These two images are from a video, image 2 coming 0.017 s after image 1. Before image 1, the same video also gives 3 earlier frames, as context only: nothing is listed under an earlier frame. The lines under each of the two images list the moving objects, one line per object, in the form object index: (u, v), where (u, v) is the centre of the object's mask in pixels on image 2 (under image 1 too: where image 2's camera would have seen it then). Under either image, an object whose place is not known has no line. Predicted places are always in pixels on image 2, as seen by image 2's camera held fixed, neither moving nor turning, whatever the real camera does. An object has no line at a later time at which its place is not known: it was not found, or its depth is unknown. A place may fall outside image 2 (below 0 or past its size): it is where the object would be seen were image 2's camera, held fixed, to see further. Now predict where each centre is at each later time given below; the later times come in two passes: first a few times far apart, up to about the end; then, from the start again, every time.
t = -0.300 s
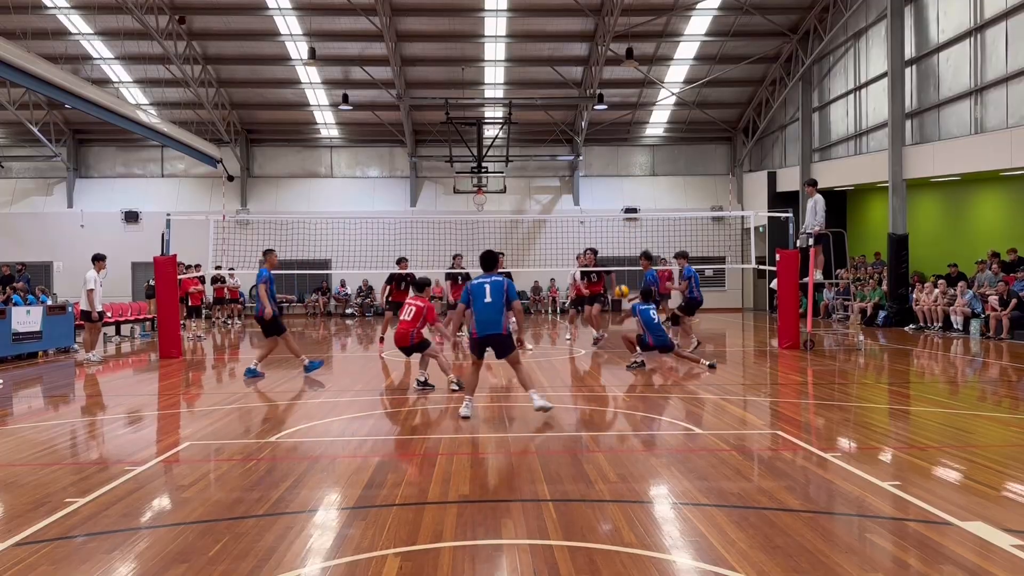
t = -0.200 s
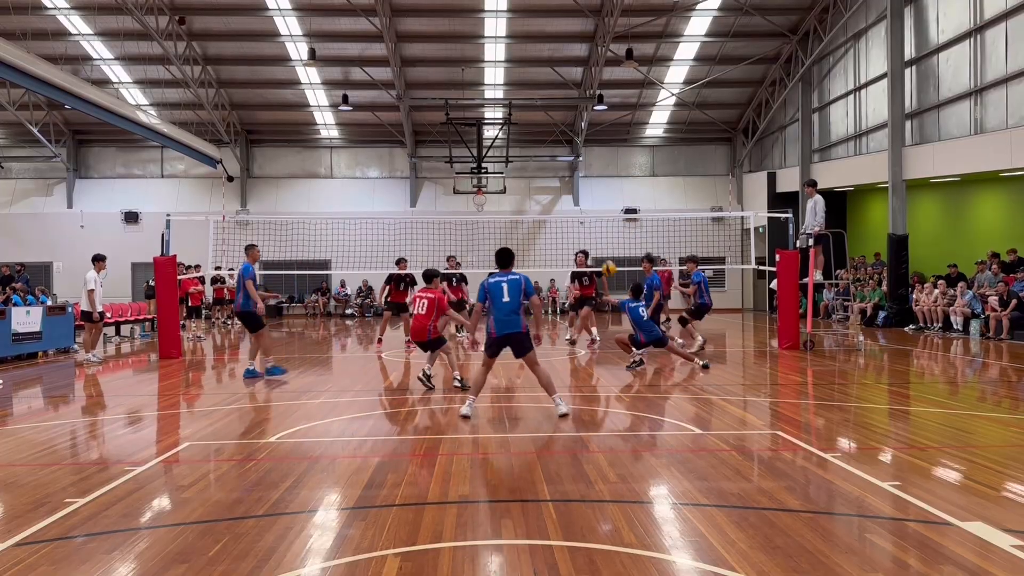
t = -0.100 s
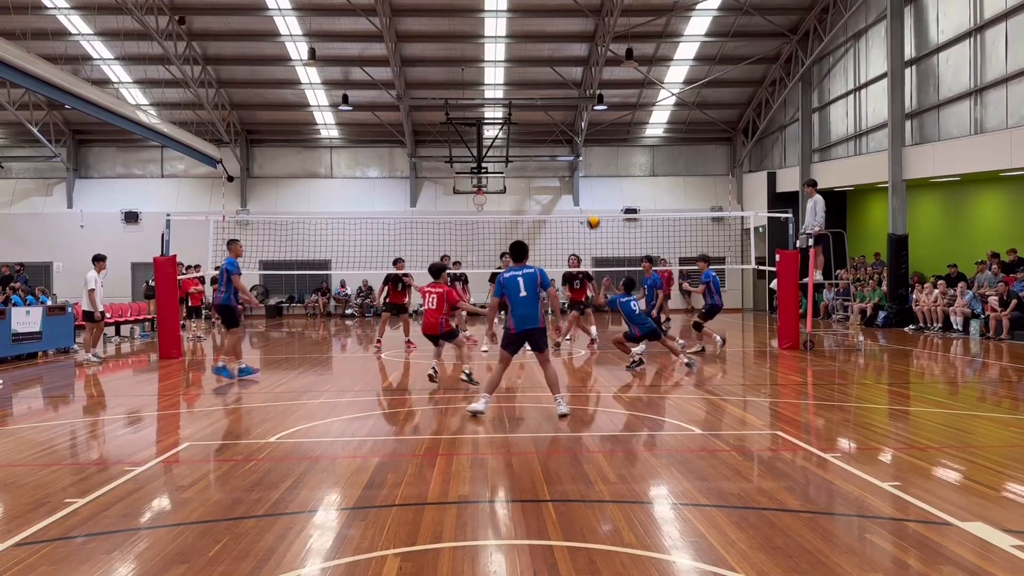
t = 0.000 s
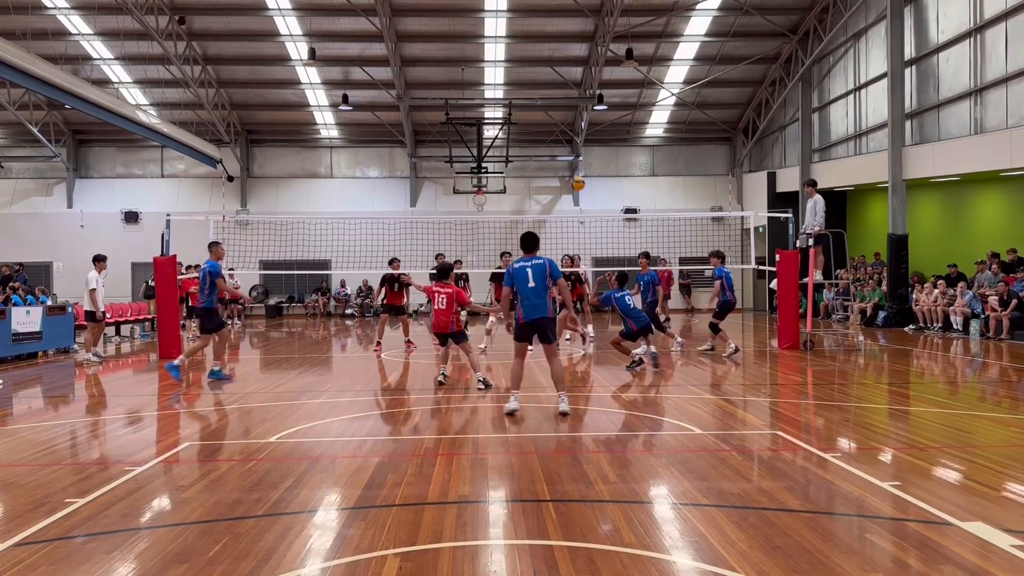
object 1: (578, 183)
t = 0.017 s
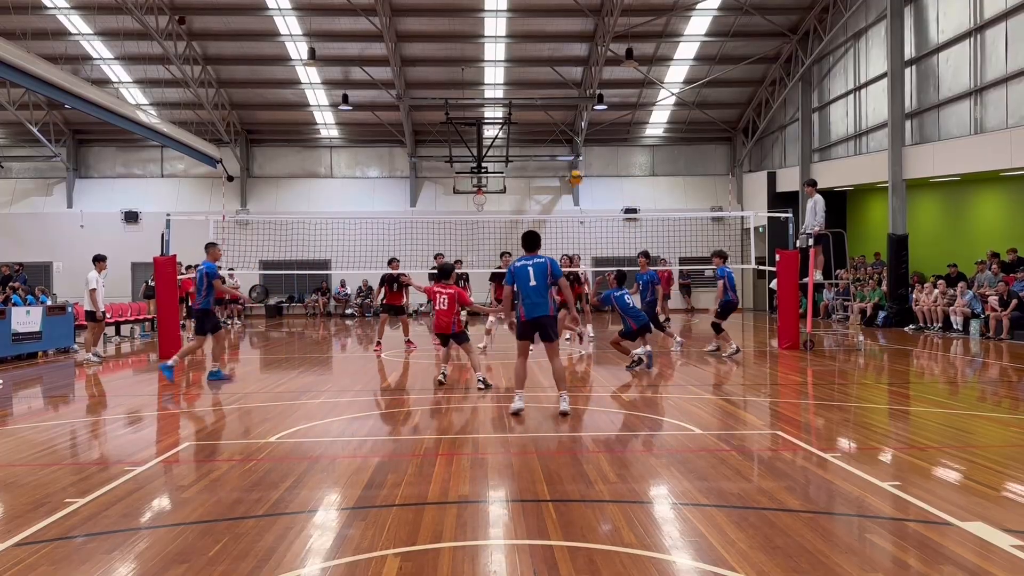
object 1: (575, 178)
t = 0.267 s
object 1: (538, 112)
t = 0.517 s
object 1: (502, 92)
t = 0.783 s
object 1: (465, 114)
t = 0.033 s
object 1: (573, 171)
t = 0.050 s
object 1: (571, 164)
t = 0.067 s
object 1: (568, 160)
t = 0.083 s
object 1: (566, 156)
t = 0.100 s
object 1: (564, 151)
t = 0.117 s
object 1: (560, 146)
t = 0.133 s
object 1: (558, 141)
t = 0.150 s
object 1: (556, 138)
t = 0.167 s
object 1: (553, 134)
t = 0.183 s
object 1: (550, 129)
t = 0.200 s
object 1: (548, 126)
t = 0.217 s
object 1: (546, 123)
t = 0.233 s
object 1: (543, 119)
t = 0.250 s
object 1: (541, 116)
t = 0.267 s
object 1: (538, 112)
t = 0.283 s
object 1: (536, 110)
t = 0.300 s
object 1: (534, 107)
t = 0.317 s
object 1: (531, 105)
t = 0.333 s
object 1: (529, 103)
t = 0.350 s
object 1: (527, 101)
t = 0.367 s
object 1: (524, 99)
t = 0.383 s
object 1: (522, 98)
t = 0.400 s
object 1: (518, 95)
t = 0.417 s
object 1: (516, 95)
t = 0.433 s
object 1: (514, 94)
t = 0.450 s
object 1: (512, 93)
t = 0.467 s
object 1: (509, 92)
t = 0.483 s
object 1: (507, 92)
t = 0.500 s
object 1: (505, 92)
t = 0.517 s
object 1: (502, 92)
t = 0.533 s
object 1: (500, 92)
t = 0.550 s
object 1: (498, 92)
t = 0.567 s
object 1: (495, 92)
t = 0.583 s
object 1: (493, 92)
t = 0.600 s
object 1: (491, 93)
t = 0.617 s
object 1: (488, 94)
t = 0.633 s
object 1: (486, 97)
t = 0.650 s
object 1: (483, 98)
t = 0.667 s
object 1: (481, 99)
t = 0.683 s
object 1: (479, 100)
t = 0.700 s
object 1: (476, 102)
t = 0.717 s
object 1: (474, 104)
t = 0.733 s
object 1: (471, 106)
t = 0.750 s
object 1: (469, 108)
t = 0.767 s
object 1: (468, 111)
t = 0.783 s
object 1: (465, 114)
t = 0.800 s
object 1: (463, 117)
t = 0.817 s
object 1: (460, 121)
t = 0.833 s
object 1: (458, 124)
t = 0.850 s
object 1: (456, 128)
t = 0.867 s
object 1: (454, 132)
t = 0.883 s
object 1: (451, 136)
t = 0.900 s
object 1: (449, 139)
